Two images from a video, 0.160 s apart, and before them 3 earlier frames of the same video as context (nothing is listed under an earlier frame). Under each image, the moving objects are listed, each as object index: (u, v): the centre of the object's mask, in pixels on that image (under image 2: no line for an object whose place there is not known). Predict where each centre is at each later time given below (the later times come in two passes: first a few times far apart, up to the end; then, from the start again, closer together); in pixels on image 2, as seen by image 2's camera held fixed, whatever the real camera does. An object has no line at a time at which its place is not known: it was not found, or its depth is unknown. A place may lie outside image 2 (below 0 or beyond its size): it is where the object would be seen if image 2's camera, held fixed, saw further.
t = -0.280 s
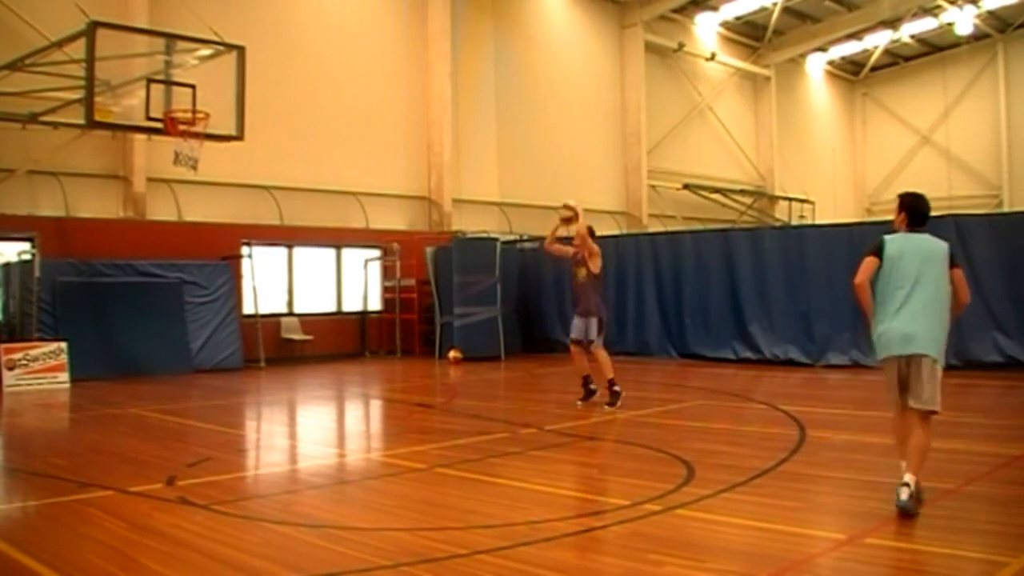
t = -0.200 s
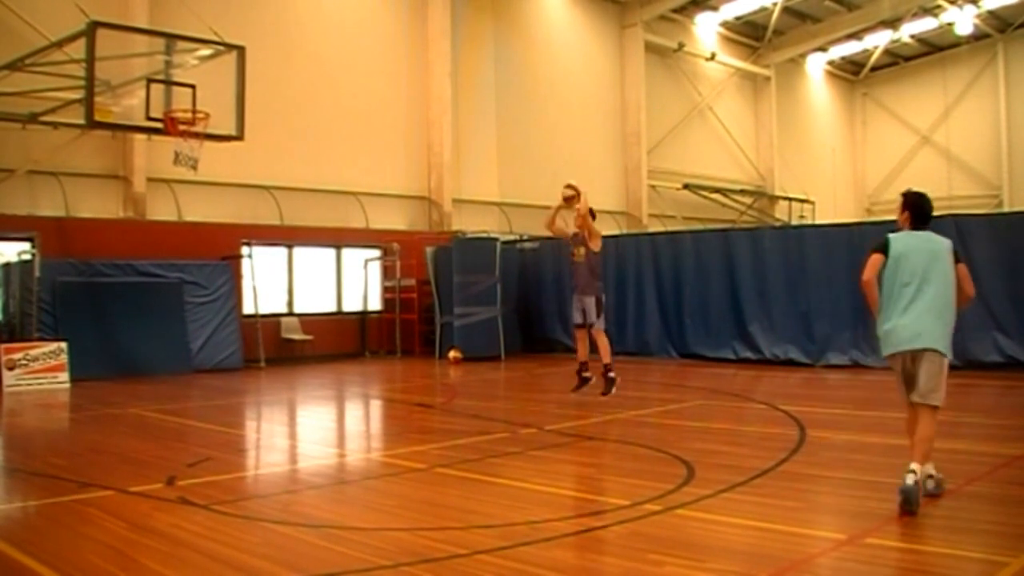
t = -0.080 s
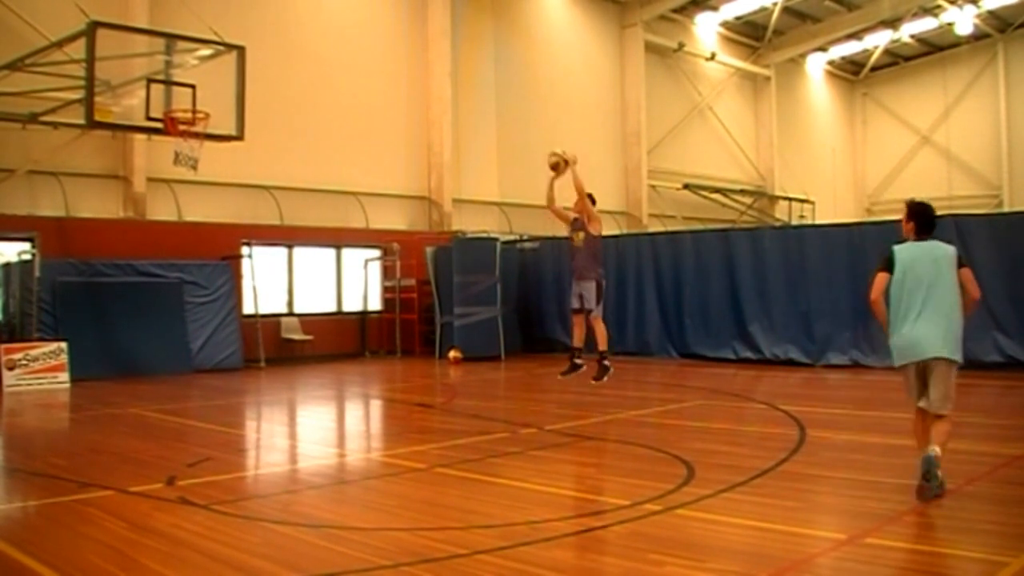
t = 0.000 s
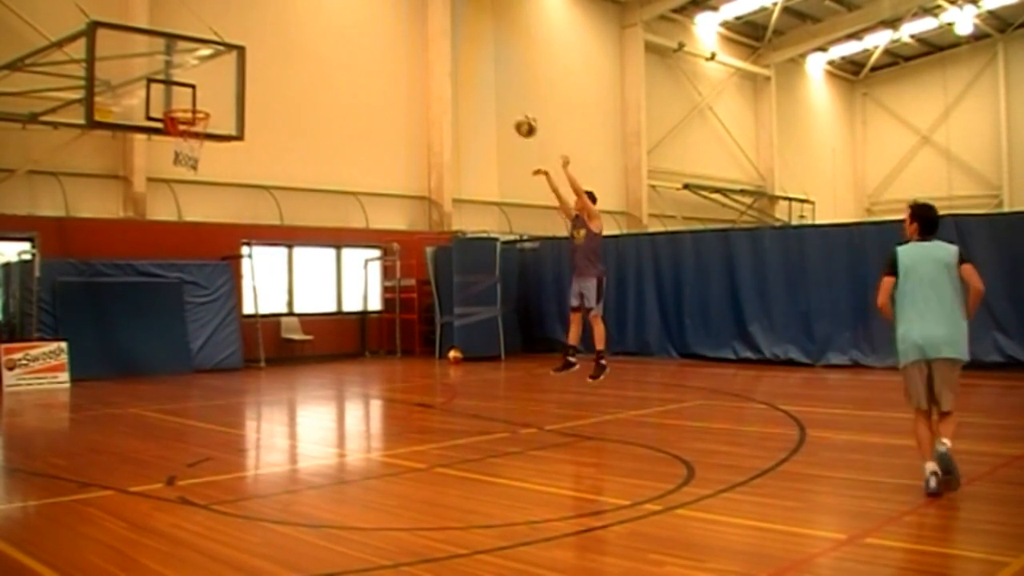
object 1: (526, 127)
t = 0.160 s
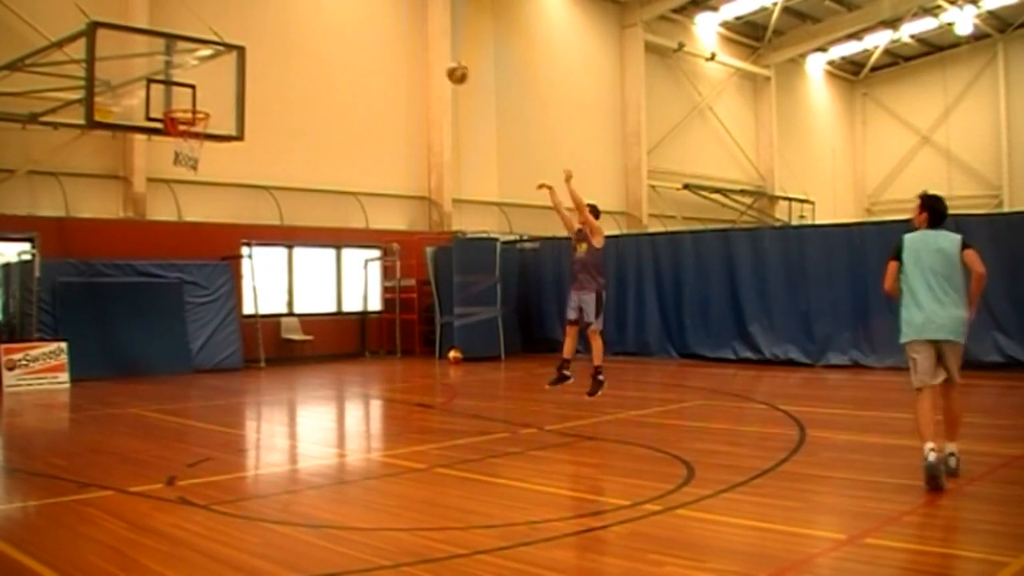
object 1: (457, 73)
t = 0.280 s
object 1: (407, 48)
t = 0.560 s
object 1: (291, 46)
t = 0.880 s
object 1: (187, 124)
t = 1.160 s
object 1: (240, 144)
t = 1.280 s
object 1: (262, 170)
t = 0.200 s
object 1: (440, 63)
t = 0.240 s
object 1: (423, 55)
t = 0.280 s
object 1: (407, 48)
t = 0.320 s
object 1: (390, 44)
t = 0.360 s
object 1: (374, 41)
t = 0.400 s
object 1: (356, 39)
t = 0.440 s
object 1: (340, 38)
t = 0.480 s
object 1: (324, 39)
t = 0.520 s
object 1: (307, 42)
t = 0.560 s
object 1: (291, 46)
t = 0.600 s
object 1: (274, 51)
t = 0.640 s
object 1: (258, 58)
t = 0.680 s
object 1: (241, 66)
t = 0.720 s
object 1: (224, 77)
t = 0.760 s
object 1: (208, 88)
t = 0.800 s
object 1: (192, 102)
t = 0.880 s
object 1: (187, 124)
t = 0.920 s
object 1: (195, 133)
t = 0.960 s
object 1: (202, 137)
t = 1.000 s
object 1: (209, 135)
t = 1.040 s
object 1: (216, 135)
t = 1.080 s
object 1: (222, 135)
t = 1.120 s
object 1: (232, 140)
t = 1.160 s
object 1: (240, 144)
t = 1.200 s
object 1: (248, 151)
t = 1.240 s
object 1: (255, 160)
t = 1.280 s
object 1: (262, 170)
